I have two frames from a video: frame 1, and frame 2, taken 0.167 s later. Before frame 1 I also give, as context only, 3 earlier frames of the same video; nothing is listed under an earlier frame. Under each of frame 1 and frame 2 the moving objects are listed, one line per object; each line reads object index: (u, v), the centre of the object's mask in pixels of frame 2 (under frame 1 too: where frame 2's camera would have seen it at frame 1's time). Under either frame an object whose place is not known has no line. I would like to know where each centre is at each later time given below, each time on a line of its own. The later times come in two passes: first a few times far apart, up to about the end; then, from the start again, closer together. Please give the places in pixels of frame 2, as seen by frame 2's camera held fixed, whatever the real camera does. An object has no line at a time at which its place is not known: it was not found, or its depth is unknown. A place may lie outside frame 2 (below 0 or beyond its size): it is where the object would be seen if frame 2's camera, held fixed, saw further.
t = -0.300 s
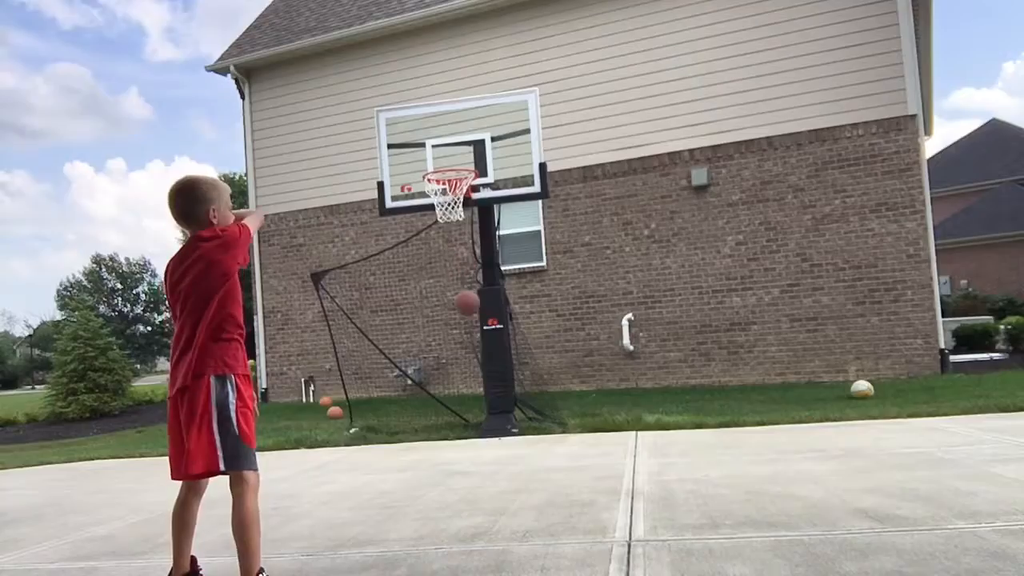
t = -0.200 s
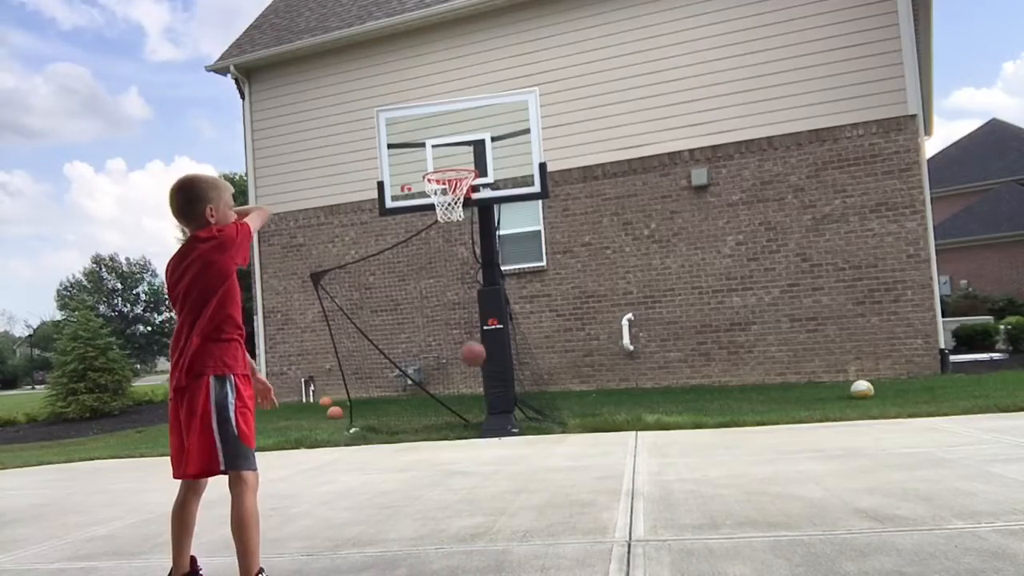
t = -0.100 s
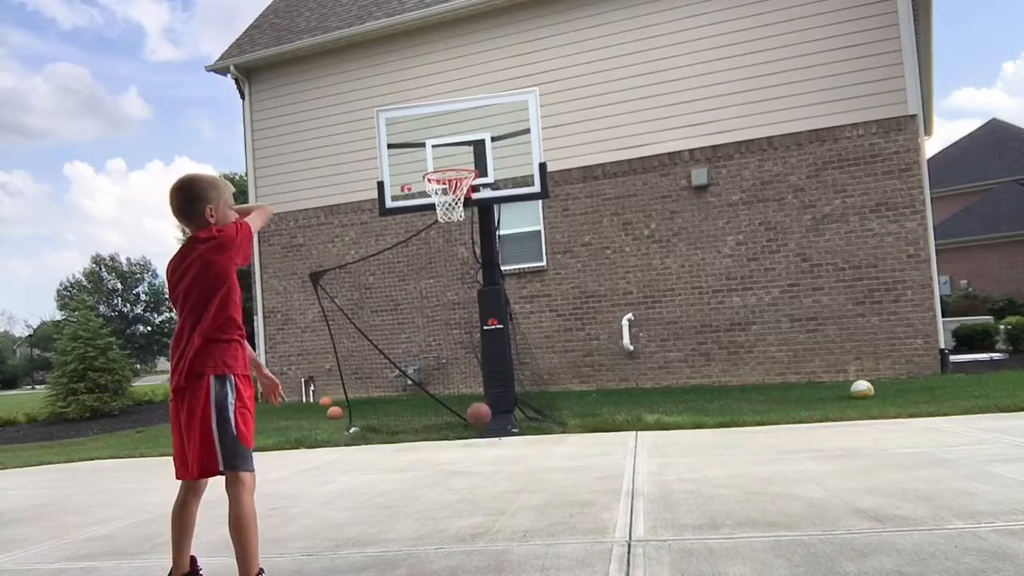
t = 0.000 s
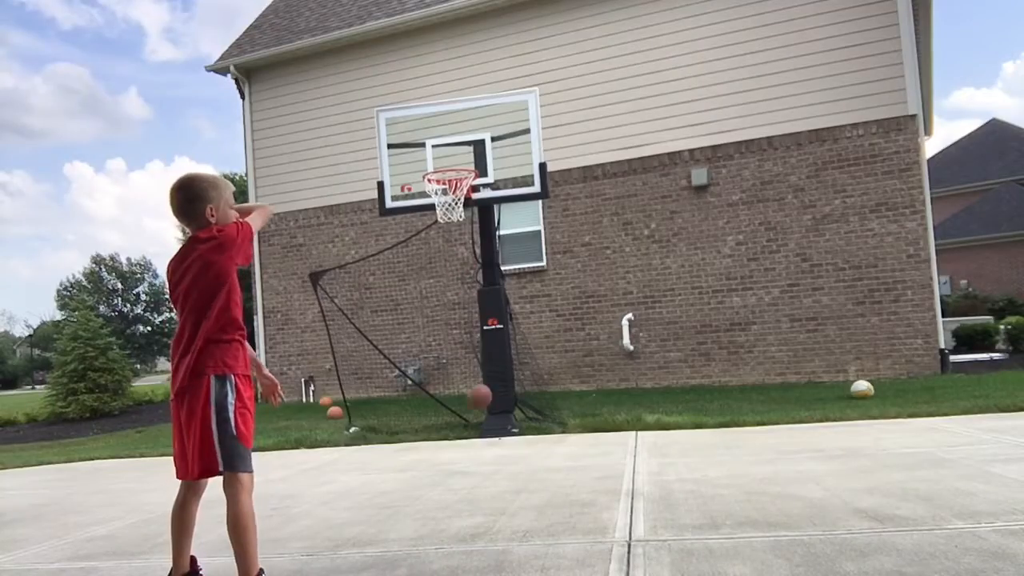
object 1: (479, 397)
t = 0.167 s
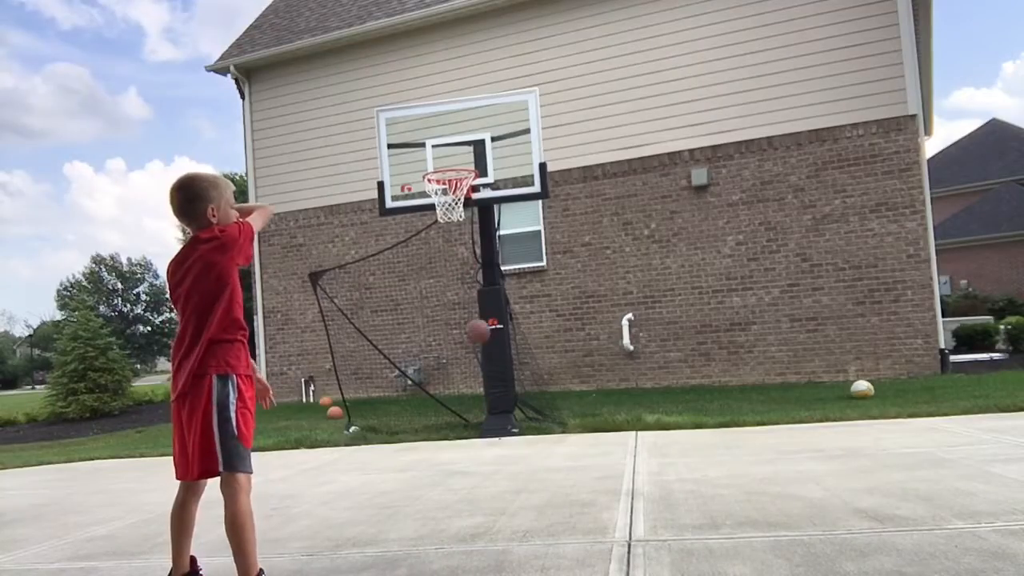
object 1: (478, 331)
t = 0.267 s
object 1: (478, 307)
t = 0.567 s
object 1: (481, 294)
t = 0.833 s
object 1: (487, 355)
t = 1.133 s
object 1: (485, 400)
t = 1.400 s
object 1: (478, 386)
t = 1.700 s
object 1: (473, 417)
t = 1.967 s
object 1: (466, 403)
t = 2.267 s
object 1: (458, 415)
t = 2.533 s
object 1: (449, 441)
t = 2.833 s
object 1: (438, 430)
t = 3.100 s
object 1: (429, 431)
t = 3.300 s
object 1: (422, 445)
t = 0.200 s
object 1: (477, 321)
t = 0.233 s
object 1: (477, 314)
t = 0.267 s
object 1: (478, 307)
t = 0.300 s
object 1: (479, 302)
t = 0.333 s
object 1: (479, 296)
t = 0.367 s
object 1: (478, 293)
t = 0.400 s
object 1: (478, 290)
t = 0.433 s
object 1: (479, 289)
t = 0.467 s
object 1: (479, 289)
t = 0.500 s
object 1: (479, 289)
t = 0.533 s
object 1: (479, 290)
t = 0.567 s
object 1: (481, 294)
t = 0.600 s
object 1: (481, 297)
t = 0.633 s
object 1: (482, 302)
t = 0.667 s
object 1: (482, 309)
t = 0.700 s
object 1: (482, 316)
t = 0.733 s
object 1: (484, 324)
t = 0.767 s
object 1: (485, 334)
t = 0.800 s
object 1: (485, 344)
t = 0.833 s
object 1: (487, 355)
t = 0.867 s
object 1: (486, 365)
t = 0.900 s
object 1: (487, 376)
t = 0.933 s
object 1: (488, 389)
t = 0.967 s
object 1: (488, 403)
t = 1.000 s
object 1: (488, 418)
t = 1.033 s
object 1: (488, 425)
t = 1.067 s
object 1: (487, 416)
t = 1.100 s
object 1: (485, 410)
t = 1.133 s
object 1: (485, 400)
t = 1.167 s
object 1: (484, 397)
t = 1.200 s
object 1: (483, 391)
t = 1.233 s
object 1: (482, 387)
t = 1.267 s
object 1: (481, 386)
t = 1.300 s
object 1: (480, 384)
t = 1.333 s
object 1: (479, 384)
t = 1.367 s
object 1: (478, 385)
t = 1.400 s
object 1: (478, 386)
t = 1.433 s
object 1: (478, 390)
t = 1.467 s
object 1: (478, 394)
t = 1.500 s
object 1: (476, 399)
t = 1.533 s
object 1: (476, 408)
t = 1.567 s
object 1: (475, 415)
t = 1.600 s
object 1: (475, 424)
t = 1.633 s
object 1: (474, 434)
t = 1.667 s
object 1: (474, 424)
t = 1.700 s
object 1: (473, 417)
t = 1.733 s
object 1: (472, 412)
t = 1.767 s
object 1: (472, 408)
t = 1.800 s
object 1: (470, 405)
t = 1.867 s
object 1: (468, 401)
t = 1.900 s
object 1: (468, 401)
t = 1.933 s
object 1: (467, 401)
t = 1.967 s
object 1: (466, 403)
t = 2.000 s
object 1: (465, 408)
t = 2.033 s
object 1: (464, 419)
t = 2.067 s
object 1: (464, 427)
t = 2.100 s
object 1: (463, 437)
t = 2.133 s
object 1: (462, 434)
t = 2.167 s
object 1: (461, 427)
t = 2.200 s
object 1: (460, 421)
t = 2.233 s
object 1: (459, 417)
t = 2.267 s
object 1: (458, 415)
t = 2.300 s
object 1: (457, 414)
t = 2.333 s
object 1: (456, 414)
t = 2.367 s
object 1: (455, 414)
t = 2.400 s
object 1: (453, 416)
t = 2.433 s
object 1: (452, 420)
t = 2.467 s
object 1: (451, 424)
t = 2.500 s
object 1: (450, 432)
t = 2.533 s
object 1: (449, 441)
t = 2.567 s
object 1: (448, 440)
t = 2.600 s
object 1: (447, 434)
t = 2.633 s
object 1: (446, 430)
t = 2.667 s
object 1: (444, 426)
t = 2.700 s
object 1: (443, 425)
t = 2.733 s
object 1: (441, 424)
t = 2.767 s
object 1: (441, 424)
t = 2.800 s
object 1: (440, 426)
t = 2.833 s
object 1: (438, 430)
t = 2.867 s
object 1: (437, 435)
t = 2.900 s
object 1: (436, 441)
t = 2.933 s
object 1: (435, 447)
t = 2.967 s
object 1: (433, 441)
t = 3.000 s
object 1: (432, 437)
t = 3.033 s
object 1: (431, 433)
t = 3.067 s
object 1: (430, 431)
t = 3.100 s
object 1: (429, 431)
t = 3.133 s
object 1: (428, 432)
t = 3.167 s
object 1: (426, 434)
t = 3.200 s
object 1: (425, 438)
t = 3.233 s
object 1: (424, 444)
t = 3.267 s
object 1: (423, 450)
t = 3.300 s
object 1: (422, 445)
